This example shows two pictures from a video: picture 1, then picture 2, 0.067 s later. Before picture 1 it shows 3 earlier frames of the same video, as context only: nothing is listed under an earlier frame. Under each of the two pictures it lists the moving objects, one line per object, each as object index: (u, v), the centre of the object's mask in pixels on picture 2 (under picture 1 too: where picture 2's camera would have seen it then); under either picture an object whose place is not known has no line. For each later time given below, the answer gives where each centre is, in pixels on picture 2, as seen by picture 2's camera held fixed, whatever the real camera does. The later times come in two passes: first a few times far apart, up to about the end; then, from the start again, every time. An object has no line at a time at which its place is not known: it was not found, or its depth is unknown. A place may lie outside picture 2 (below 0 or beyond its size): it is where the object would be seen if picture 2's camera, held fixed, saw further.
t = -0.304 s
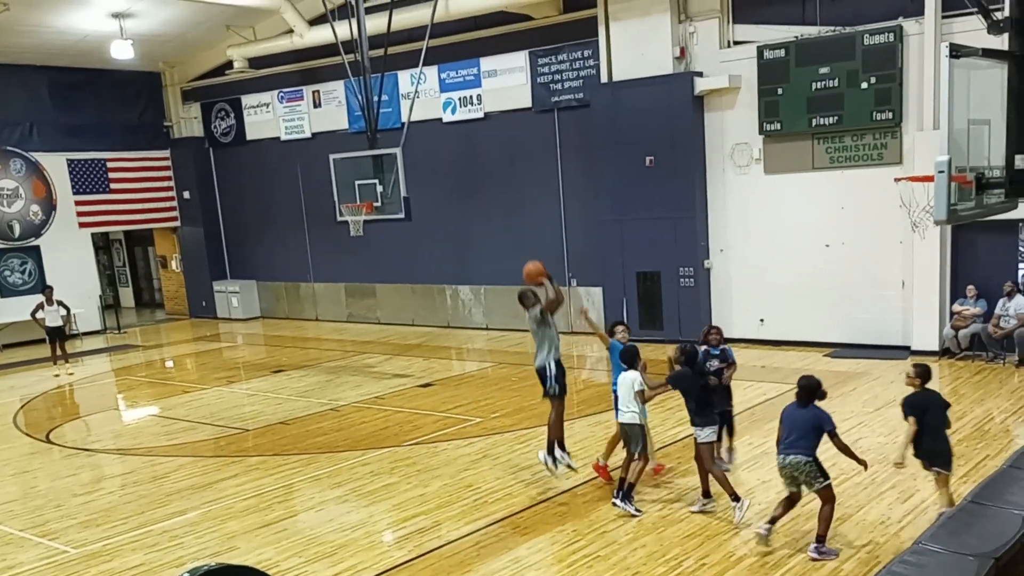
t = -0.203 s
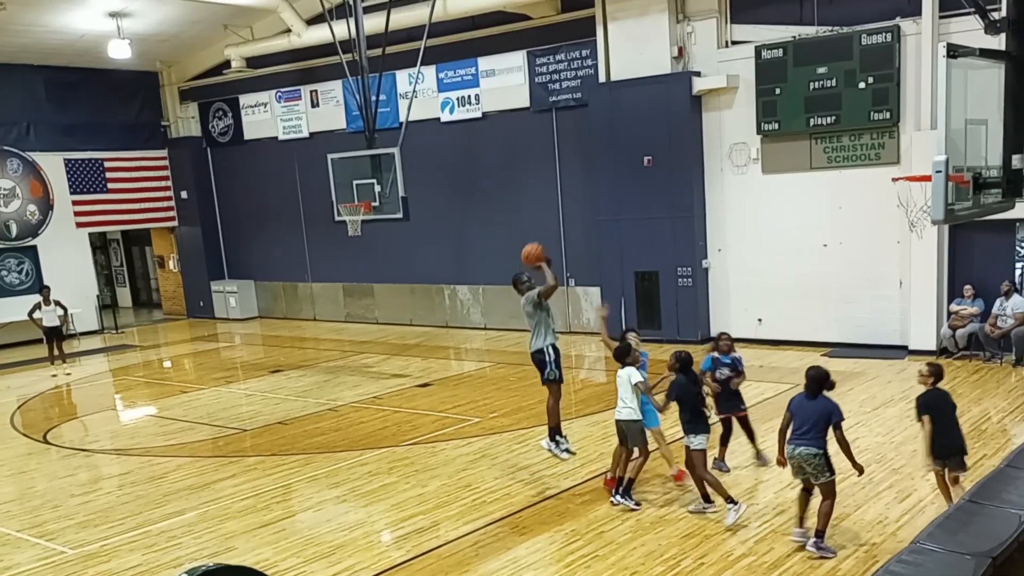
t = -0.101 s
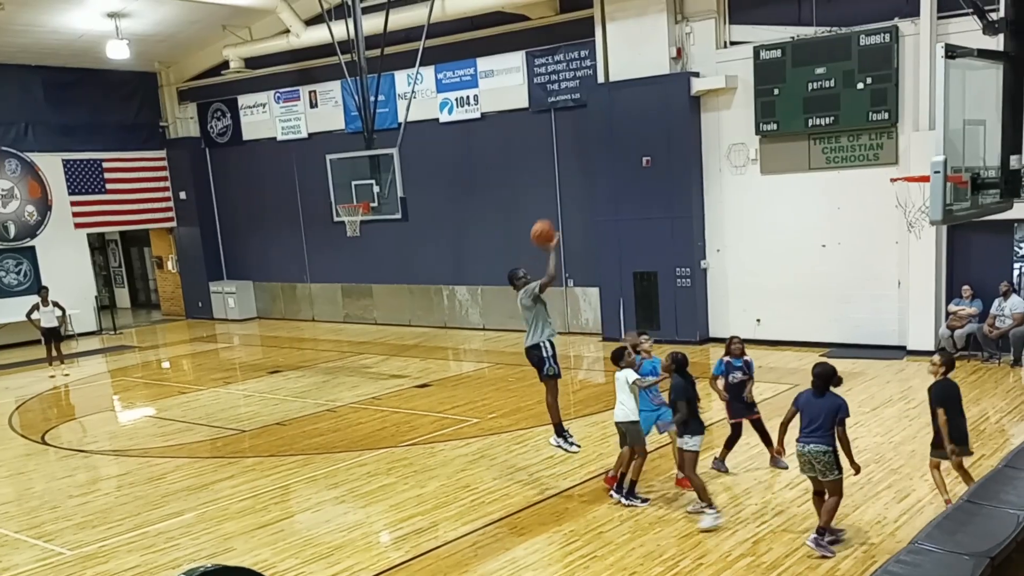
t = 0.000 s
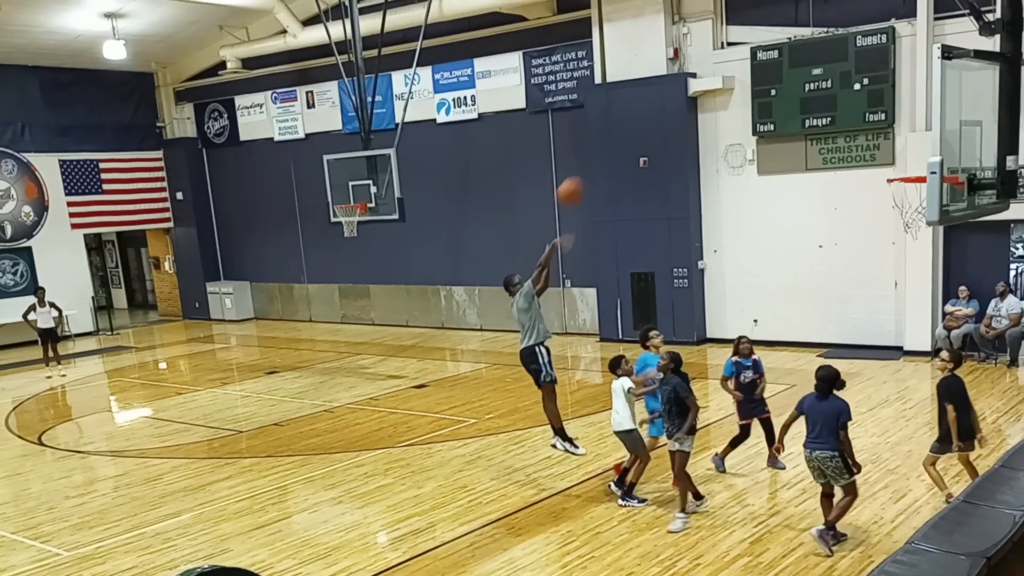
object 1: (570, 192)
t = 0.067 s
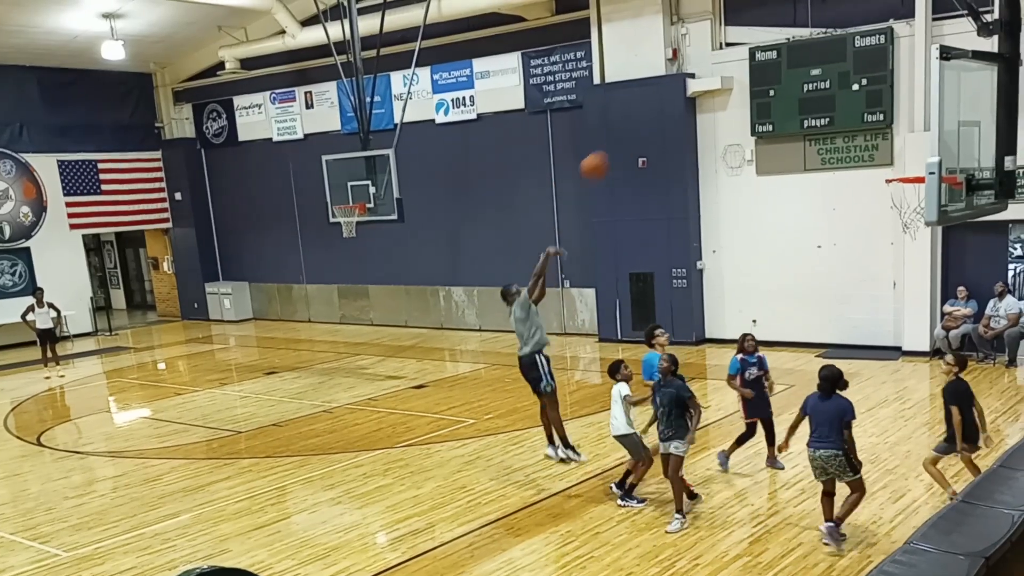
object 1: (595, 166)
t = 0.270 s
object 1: (679, 110)
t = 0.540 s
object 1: (806, 104)
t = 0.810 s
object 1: (918, 183)
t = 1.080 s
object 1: (899, 208)
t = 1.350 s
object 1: (938, 263)
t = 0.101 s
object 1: (608, 155)
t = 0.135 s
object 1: (622, 143)
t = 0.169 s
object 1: (636, 134)
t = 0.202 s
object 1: (650, 124)
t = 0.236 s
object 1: (664, 117)
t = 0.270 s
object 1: (679, 110)
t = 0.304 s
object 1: (693, 106)
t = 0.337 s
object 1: (708, 102)
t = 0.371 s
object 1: (724, 99)
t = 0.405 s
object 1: (742, 96)
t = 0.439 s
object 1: (758, 96)
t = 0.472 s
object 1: (772, 97)
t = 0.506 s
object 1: (788, 100)
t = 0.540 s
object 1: (806, 104)
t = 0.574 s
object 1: (822, 108)
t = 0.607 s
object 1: (840, 115)
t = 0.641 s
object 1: (856, 123)
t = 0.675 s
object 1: (874, 134)
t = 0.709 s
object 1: (891, 144)
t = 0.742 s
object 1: (909, 157)
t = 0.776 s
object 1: (920, 170)
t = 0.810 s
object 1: (918, 183)
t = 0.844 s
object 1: (906, 195)
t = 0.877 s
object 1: (895, 201)
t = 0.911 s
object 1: (890, 199)
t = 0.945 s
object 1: (888, 197)
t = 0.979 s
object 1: (890, 199)
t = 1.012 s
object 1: (891, 202)
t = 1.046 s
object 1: (895, 206)
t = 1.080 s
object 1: (899, 208)
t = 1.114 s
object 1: (904, 211)
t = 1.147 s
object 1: (908, 215)
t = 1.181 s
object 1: (911, 219)
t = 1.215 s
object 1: (915, 224)
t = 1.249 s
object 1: (924, 236)
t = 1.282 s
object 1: (928, 241)
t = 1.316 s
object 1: (933, 252)
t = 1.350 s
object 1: (938, 263)
